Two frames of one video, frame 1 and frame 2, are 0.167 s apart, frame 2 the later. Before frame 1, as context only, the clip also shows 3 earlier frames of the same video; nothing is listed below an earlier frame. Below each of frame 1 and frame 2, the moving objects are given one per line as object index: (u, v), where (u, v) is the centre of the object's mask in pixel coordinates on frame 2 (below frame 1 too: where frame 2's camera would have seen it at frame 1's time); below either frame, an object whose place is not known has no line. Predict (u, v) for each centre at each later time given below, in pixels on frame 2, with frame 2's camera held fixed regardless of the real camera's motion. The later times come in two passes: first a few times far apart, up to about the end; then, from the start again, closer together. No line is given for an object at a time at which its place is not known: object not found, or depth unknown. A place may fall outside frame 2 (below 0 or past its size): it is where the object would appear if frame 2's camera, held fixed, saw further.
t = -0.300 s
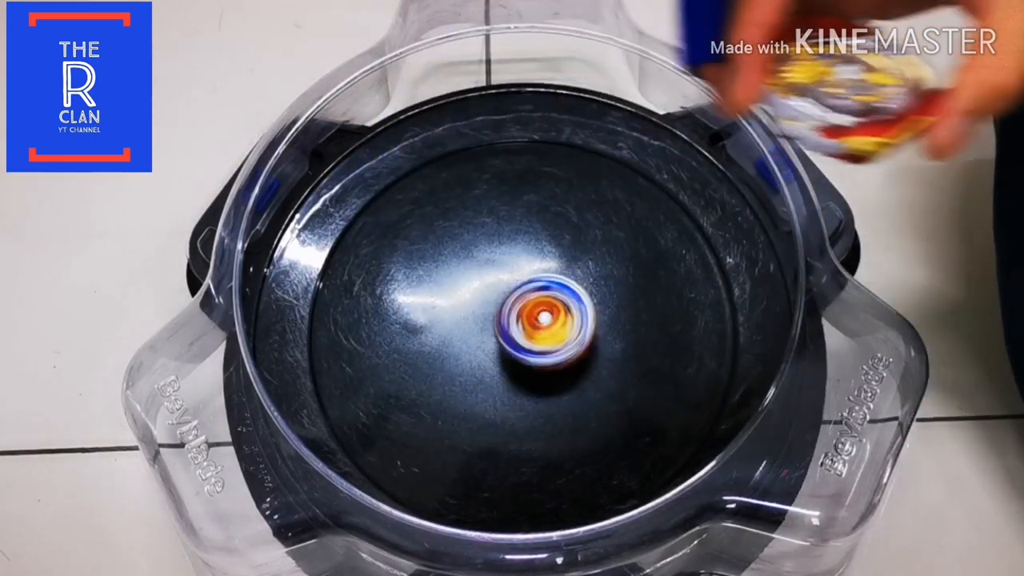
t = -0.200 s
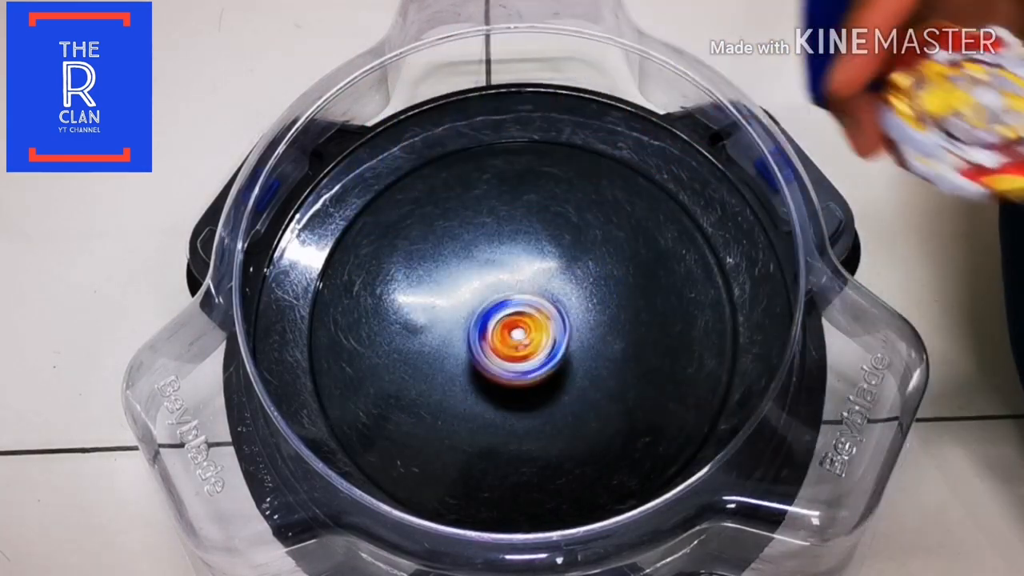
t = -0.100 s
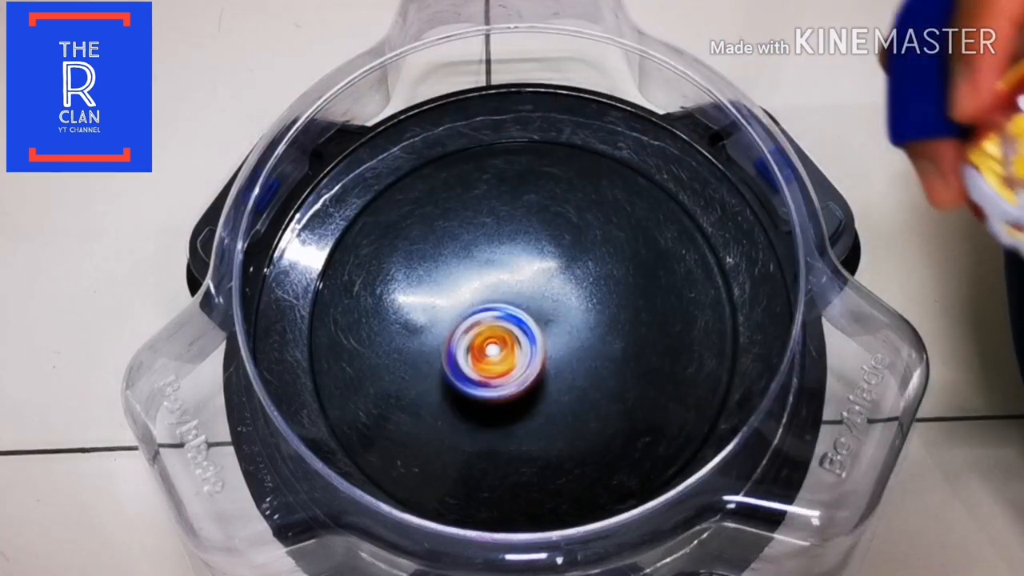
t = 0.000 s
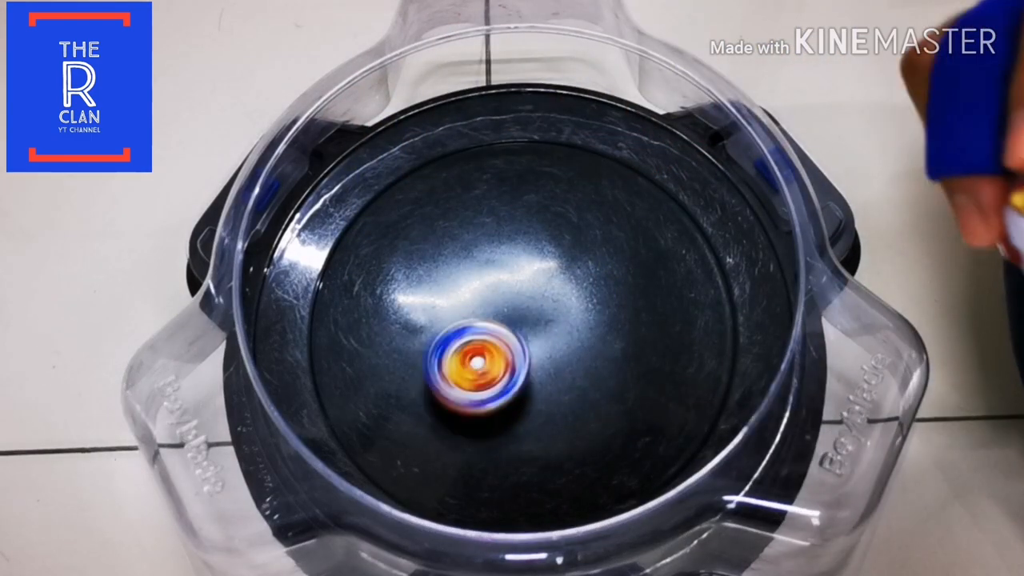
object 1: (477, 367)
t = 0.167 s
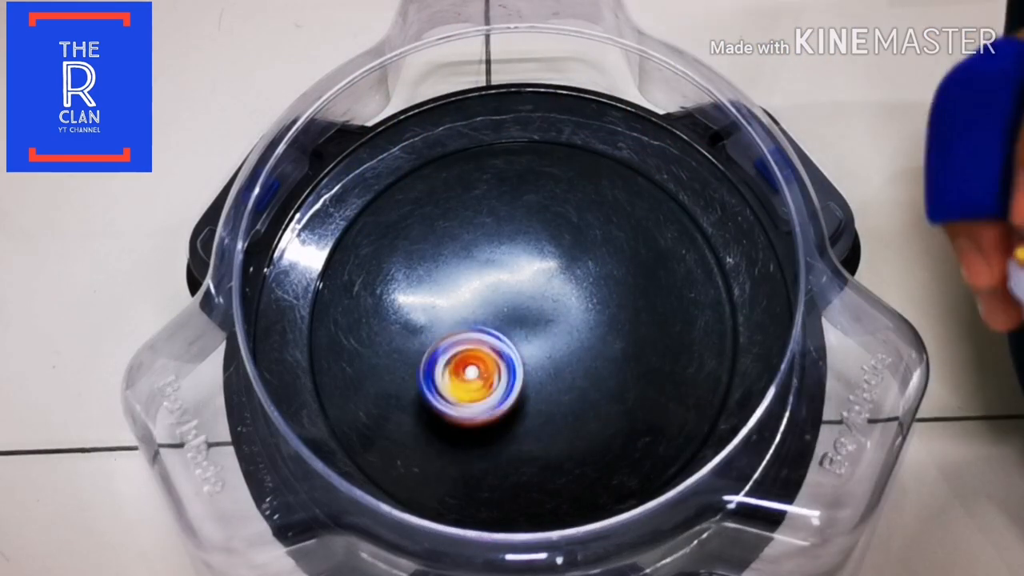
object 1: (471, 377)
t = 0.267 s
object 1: (470, 376)
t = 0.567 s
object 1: (493, 346)
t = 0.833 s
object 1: (497, 281)
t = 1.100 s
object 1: (501, 266)
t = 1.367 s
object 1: (516, 278)
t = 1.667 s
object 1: (566, 315)
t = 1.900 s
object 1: (578, 327)
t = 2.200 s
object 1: (559, 332)
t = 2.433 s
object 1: (516, 341)
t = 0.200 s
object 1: (469, 378)
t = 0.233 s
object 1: (471, 378)
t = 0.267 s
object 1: (470, 376)
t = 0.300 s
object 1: (472, 377)
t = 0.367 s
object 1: (475, 375)
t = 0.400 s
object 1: (479, 373)
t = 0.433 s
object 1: (479, 370)
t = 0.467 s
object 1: (483, 367)
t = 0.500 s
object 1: (486, 360)
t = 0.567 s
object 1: (493, 346)
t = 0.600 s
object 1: (494, 338)
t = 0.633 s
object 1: (496, 329)
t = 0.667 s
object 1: (496, 321)
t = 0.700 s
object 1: (497, 312)
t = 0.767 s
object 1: (497, 297)
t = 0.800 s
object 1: (497, 288)
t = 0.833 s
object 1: (497, 281)
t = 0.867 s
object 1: (497, 277)
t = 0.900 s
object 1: (498, 274)
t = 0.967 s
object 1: (499, 269)
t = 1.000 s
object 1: (501, 266)
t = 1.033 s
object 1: (500, 267)
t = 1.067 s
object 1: (502, 265)
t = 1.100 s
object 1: (501, 266)
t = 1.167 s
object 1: (503, 266)
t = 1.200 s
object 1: (505, 267)
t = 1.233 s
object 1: (504, 267)
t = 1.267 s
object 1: (507, 269)
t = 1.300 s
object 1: (508, 270)
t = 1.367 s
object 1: (516, 278)
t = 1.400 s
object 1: (520, 283)
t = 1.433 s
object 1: (525, 287)
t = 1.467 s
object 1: (530, 291)
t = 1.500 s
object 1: (537, 296)
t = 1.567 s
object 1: (551, 303)
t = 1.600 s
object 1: (557, 307)
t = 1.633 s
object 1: (562, 312)
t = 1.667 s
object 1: (566, 315)
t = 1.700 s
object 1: (570, 318)
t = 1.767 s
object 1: (575, 323)
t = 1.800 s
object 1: (576, 324)
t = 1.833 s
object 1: (578, 326)
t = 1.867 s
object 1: (576, 327)
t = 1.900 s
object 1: (578, 327)
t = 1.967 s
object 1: (577, 329)
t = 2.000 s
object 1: (576, 330)
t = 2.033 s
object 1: (576, 330)
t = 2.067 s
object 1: (573, 331)
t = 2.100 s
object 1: (572, 331)
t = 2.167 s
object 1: (564, 333)
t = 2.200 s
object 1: (559, 332)
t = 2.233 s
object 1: (554, 333)
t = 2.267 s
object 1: (548, 334)
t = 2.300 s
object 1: (543, 335)
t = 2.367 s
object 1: (530, 338)
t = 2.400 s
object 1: (523, 339)
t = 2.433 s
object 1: (516, 341)
